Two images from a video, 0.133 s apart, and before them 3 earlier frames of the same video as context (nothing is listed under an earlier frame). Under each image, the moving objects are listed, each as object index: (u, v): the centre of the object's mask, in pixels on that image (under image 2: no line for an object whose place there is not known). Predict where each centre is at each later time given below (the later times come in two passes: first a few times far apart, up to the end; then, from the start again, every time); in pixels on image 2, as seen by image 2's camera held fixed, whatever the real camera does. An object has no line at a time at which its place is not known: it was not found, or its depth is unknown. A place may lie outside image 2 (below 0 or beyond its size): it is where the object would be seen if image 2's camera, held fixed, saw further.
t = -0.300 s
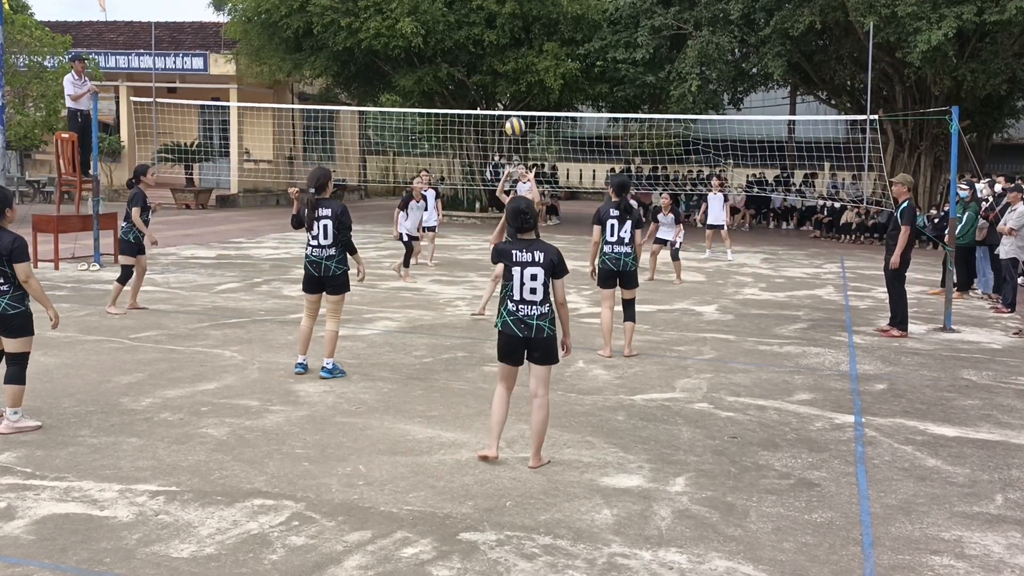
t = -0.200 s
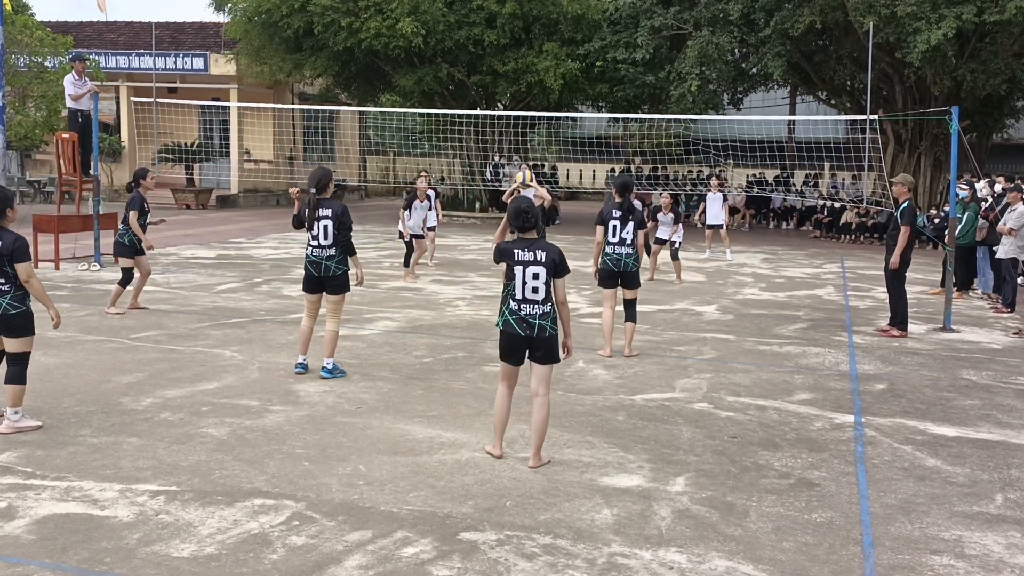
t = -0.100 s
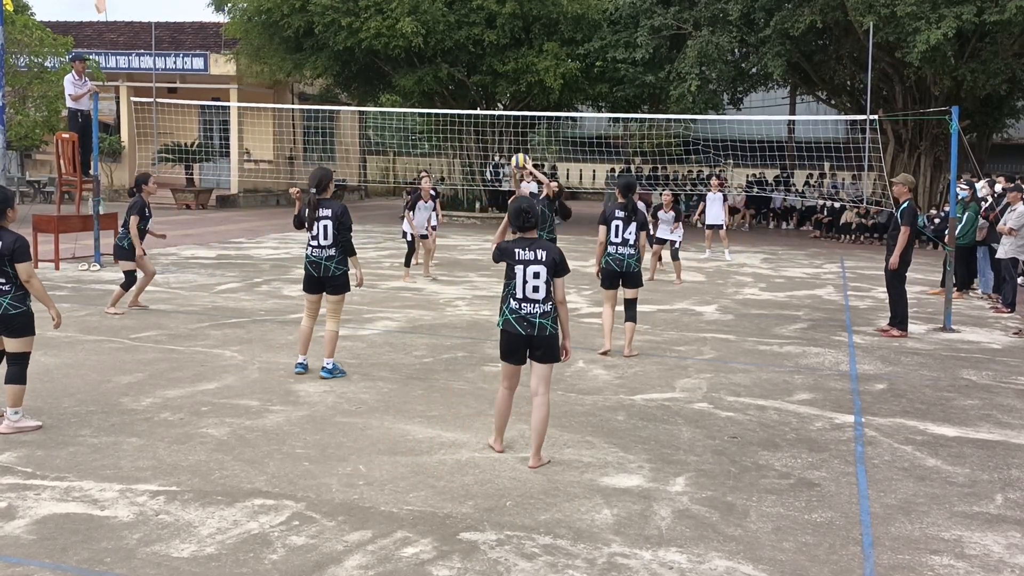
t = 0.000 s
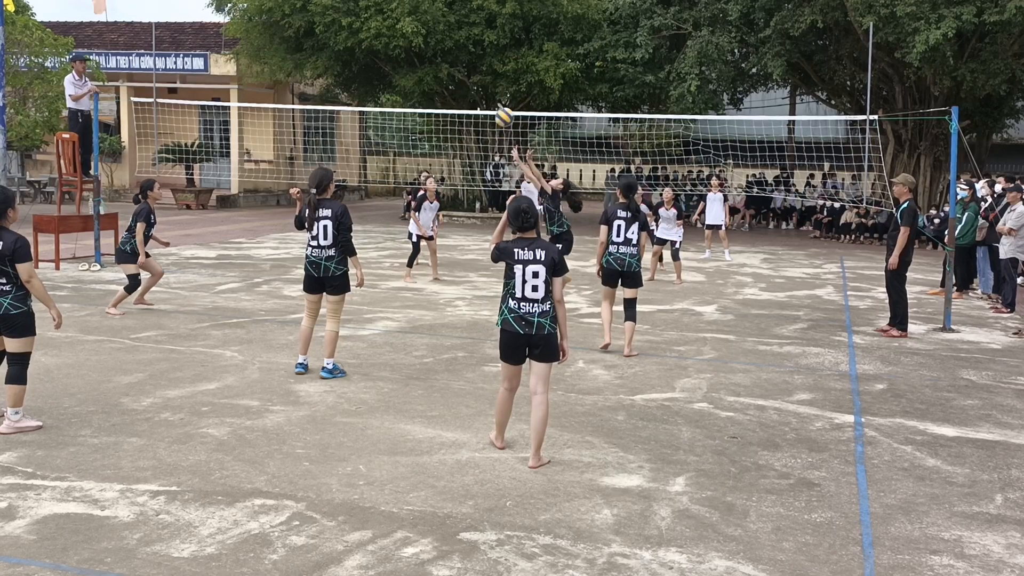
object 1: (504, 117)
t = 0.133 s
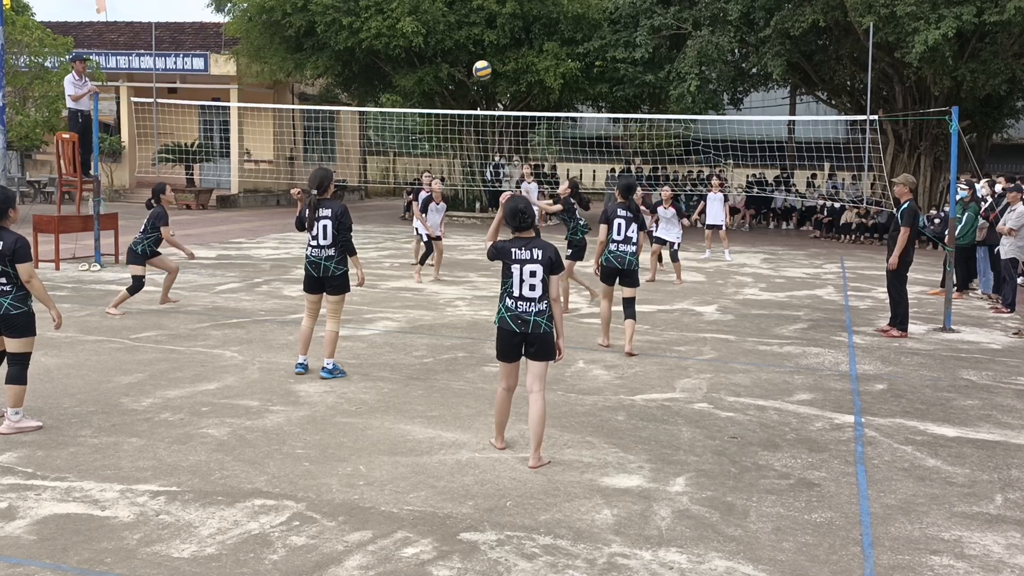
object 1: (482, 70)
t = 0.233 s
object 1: (465, 46)
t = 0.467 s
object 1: (429, 27)
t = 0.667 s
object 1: (400, 51)
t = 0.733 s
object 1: (390, 67)
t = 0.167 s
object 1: (477, 61)
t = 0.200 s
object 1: (471, 53)
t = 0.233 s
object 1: (465, 46)
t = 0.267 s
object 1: (460, 40)
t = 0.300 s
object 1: (455, 36)
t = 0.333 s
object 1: (449, 32)
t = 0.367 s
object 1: (444, 30)
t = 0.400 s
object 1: (439, 28)
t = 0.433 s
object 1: (434, 27)
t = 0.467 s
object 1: (429, 27)
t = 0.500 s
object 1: (424, 29)
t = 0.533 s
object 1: (419, 31)
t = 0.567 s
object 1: (414, 35)
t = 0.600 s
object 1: (409, 39)
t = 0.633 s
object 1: (404, 45)
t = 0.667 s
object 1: (400, 51)
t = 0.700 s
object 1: (395, 59)
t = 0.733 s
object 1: (390, 67)
